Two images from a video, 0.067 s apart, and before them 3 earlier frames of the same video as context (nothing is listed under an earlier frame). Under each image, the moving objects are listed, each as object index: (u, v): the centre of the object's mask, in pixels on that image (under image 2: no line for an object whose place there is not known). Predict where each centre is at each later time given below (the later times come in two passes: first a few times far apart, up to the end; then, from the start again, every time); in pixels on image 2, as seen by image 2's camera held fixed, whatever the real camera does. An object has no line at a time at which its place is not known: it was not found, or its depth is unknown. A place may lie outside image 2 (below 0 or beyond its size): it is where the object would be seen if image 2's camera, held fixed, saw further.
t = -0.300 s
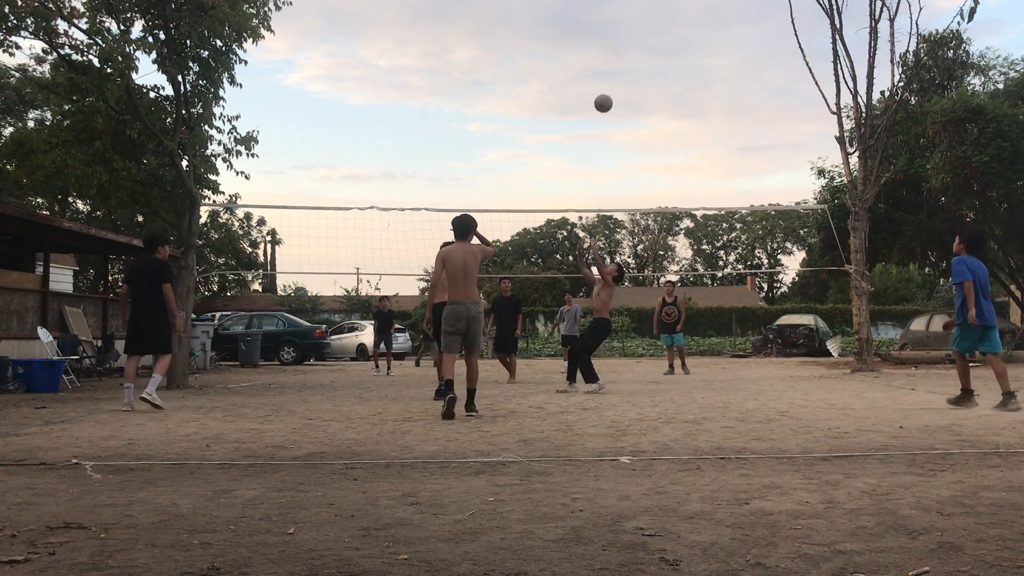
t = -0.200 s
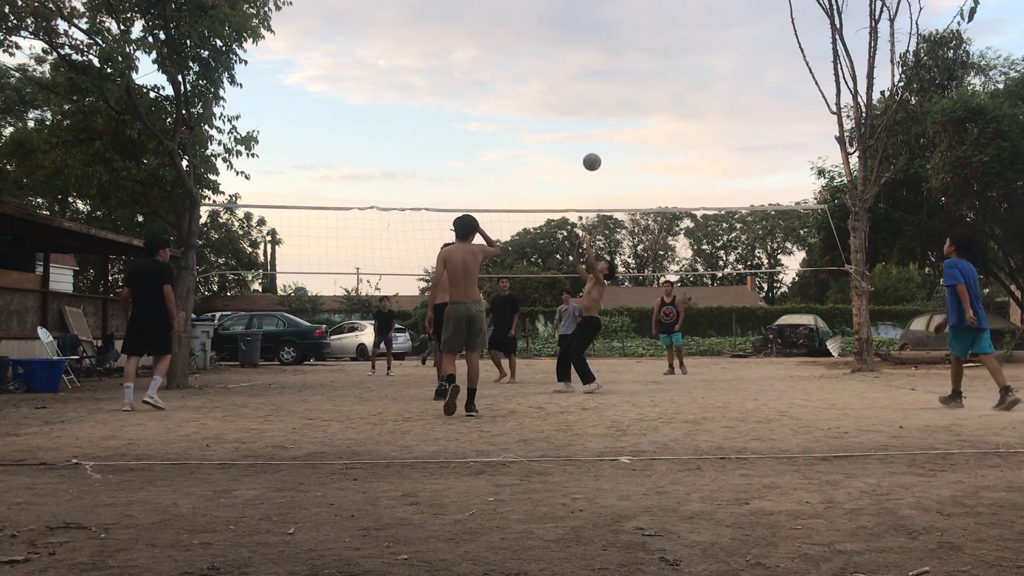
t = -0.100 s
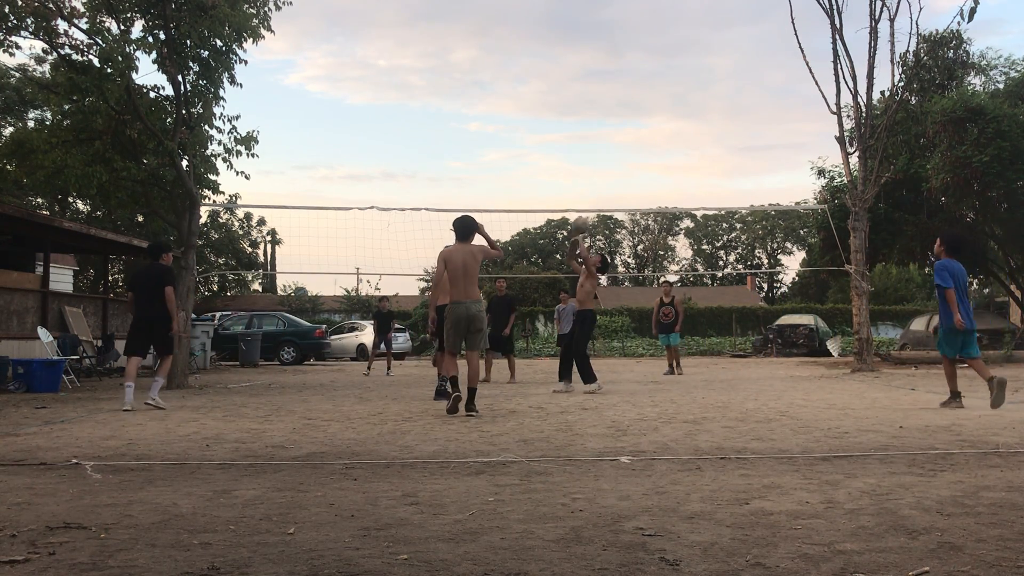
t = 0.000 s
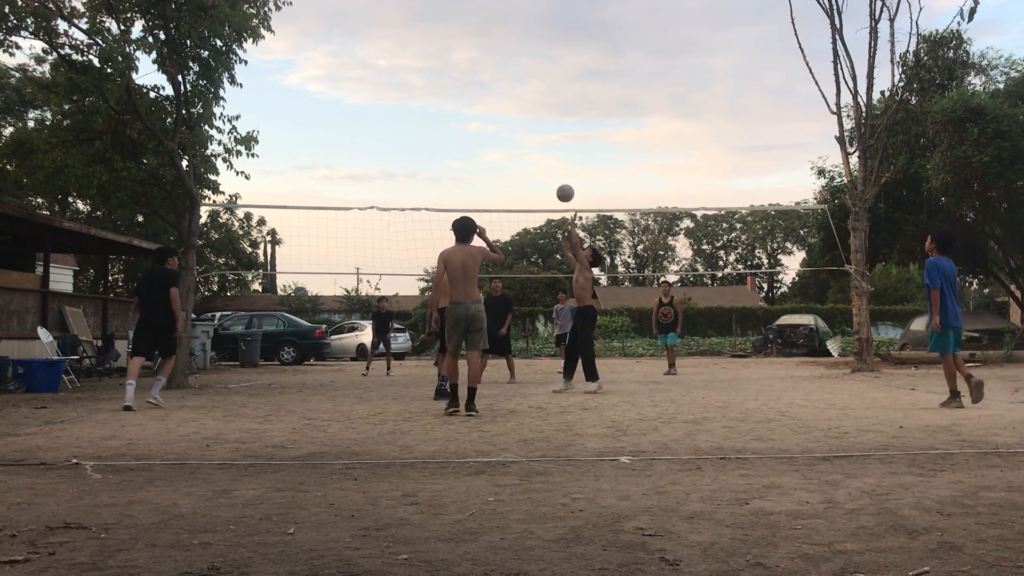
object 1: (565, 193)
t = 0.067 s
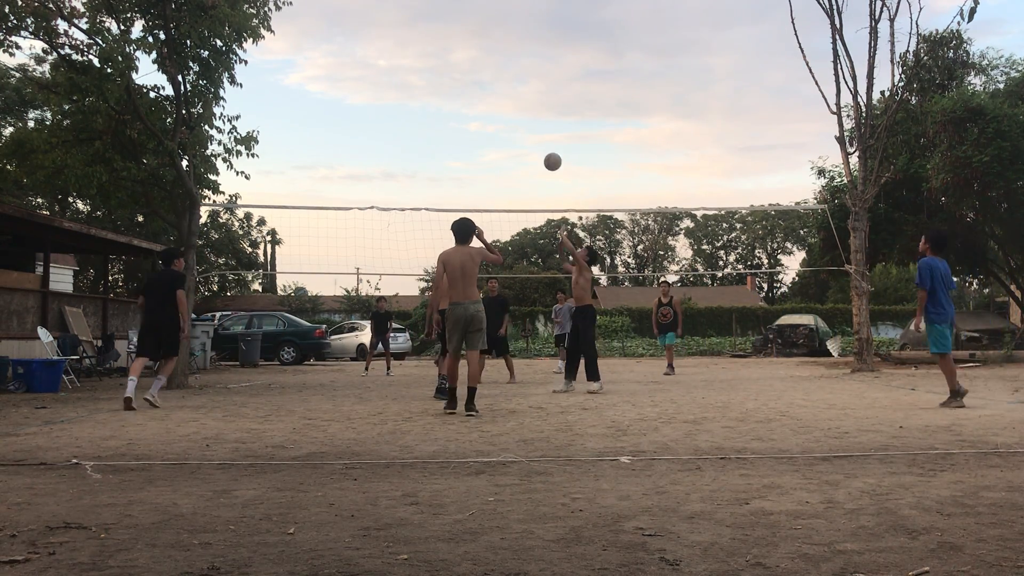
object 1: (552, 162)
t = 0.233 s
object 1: (521, 100)
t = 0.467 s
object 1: (479, 53)
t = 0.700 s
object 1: (438, 51)
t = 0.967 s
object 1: (392, 105)
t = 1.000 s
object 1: (386, 116)
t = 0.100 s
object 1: (546, 148)
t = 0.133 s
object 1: (540, 134)
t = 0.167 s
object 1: (534, 122)
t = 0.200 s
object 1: (528, 110)
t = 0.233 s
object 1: (521, 100)
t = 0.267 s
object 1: (515, 90)
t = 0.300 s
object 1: (509, 82)
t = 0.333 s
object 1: (503, 74)
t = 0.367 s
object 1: (497, 67)
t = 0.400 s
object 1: (491, 61)
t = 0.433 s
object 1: (485, 57)
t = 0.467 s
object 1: (479, 53)
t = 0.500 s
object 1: (473, 50)
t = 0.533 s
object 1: (467, 48)
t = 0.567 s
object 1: (461, 47)
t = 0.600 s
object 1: (455, 46)
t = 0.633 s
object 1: (450, 47)
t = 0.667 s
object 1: (444, 48)
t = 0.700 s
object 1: (438, 51)
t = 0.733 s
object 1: (432, 55)
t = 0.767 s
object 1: (426, 59)
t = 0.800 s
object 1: (420, 64)
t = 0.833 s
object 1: (415, 71)
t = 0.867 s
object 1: (409, 78)
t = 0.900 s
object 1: (403, 86)
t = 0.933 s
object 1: (398, 95)
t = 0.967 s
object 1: (392, 105)
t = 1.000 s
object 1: (386, 116)
